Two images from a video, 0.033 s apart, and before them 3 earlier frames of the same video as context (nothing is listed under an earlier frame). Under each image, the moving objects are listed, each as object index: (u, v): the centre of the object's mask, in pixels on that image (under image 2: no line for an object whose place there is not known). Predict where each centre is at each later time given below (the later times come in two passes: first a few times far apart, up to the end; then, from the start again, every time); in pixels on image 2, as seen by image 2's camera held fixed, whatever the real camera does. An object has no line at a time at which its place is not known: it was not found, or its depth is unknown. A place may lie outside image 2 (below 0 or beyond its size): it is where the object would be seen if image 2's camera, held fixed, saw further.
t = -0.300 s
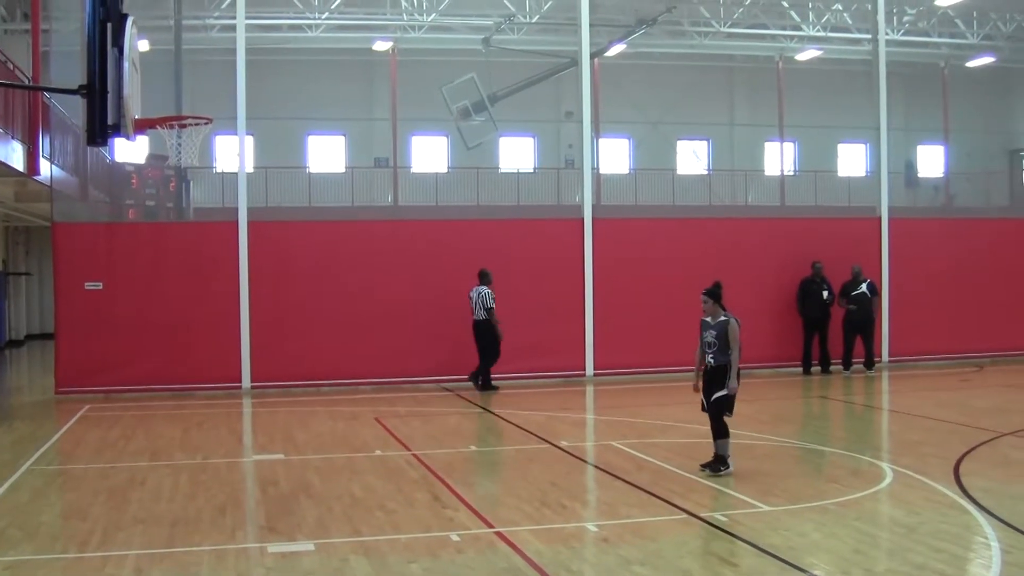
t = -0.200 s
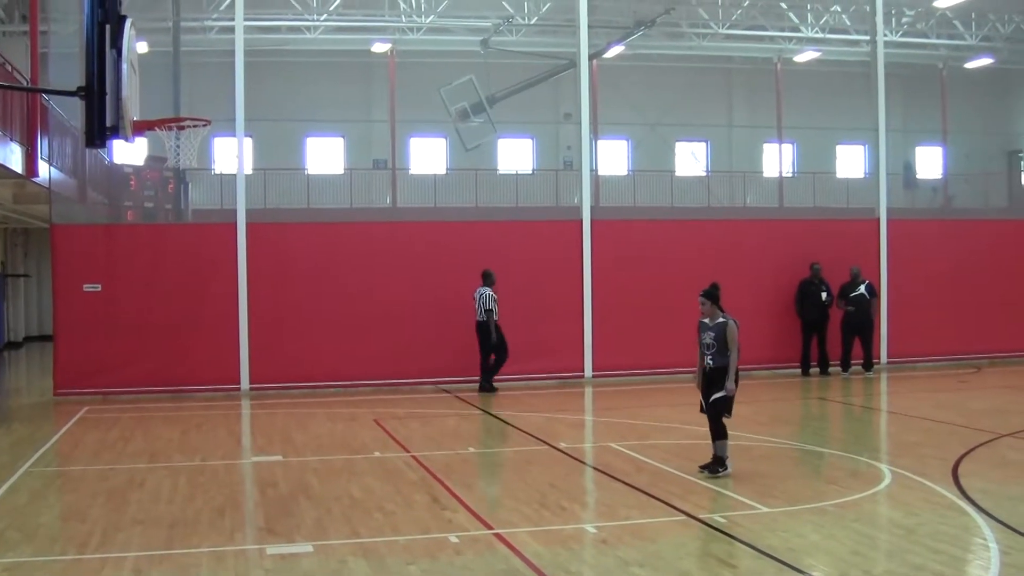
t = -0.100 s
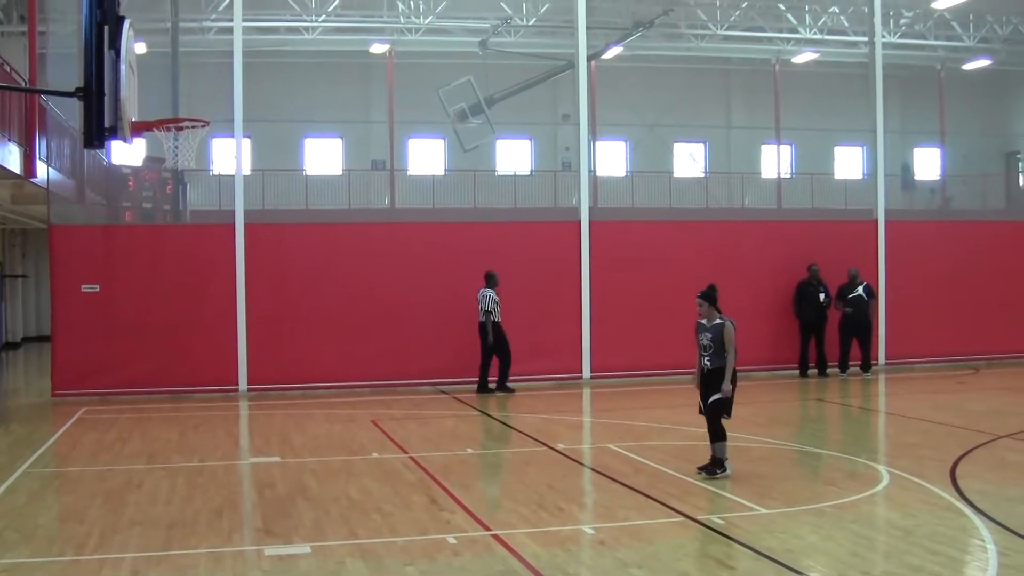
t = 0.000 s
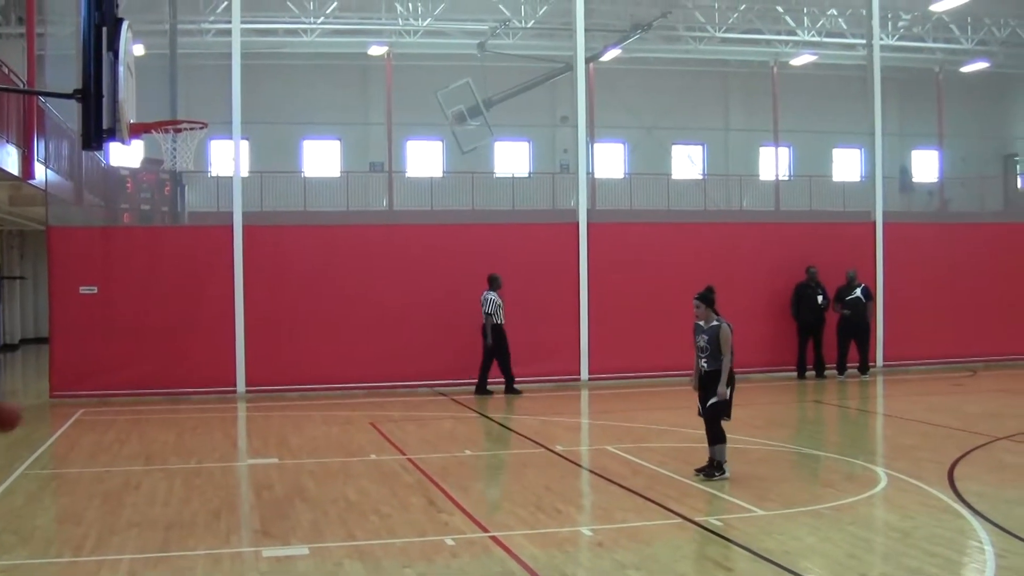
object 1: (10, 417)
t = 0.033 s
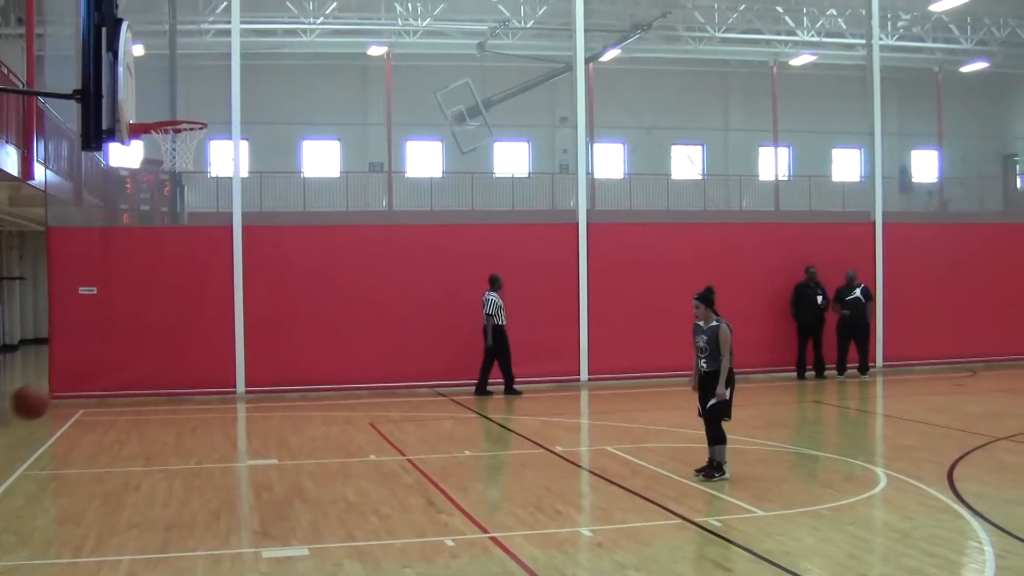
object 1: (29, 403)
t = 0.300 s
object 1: (238, 355)
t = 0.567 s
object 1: (420, 413)
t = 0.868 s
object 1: (574, 443)
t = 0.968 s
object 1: (610, 410)
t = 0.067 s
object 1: (57, 389)
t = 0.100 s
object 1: (85, 380)
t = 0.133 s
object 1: (111, 372)
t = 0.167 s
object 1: (137, 364)
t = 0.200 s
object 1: (163, 359)
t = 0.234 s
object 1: (189, 356)
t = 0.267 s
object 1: (212, 354)
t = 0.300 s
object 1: (238, 355)
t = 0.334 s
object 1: (261, 357)
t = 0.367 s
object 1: (285, 362)
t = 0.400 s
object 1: (308, 366)
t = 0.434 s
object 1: (331, 373)
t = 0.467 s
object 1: (354, 381)
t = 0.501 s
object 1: (377, 390)
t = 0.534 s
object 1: (398, 401)
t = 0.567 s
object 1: (420, 413)
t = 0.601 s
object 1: (441, 426)
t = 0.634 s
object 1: (462, 440)
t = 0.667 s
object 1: (483, 455)
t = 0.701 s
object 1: (503, 472)
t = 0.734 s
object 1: (523, 489)
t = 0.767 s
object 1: (539, 489)
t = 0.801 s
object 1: (550, 473)
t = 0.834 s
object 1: (563, 457)
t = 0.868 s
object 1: (574, 443)
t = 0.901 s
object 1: (587, 430)
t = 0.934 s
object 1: (599, 419)
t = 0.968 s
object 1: (610, 410)
